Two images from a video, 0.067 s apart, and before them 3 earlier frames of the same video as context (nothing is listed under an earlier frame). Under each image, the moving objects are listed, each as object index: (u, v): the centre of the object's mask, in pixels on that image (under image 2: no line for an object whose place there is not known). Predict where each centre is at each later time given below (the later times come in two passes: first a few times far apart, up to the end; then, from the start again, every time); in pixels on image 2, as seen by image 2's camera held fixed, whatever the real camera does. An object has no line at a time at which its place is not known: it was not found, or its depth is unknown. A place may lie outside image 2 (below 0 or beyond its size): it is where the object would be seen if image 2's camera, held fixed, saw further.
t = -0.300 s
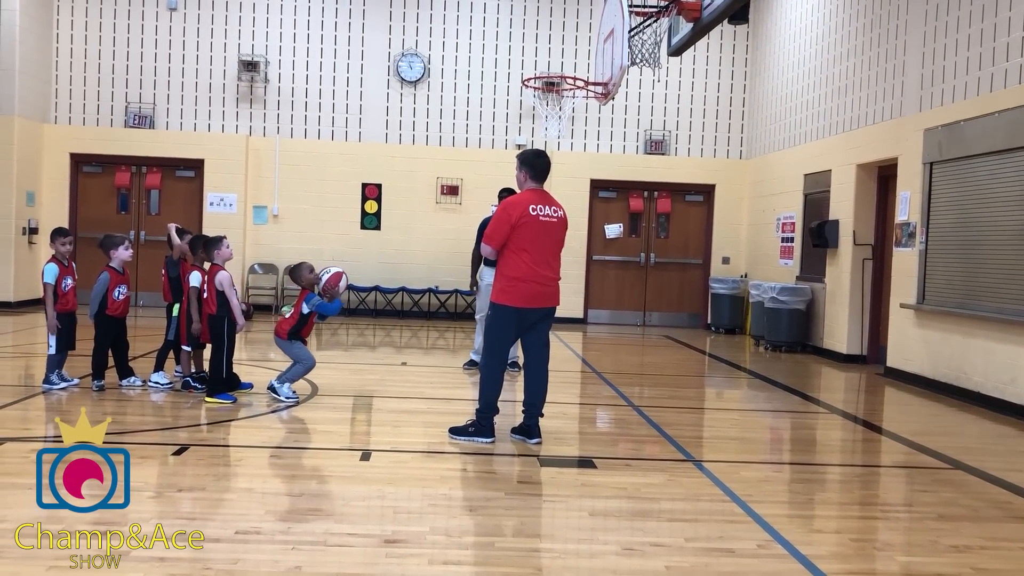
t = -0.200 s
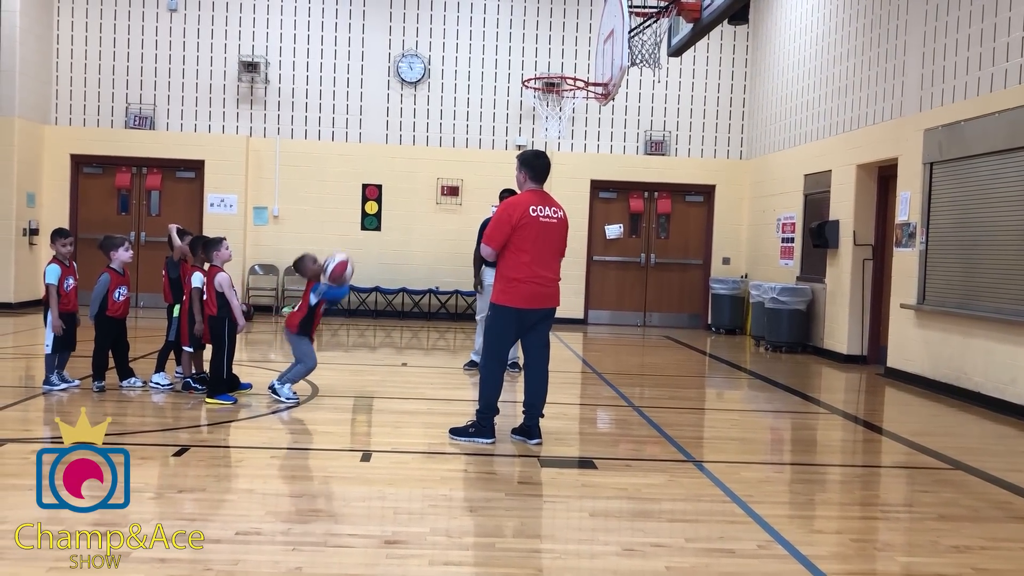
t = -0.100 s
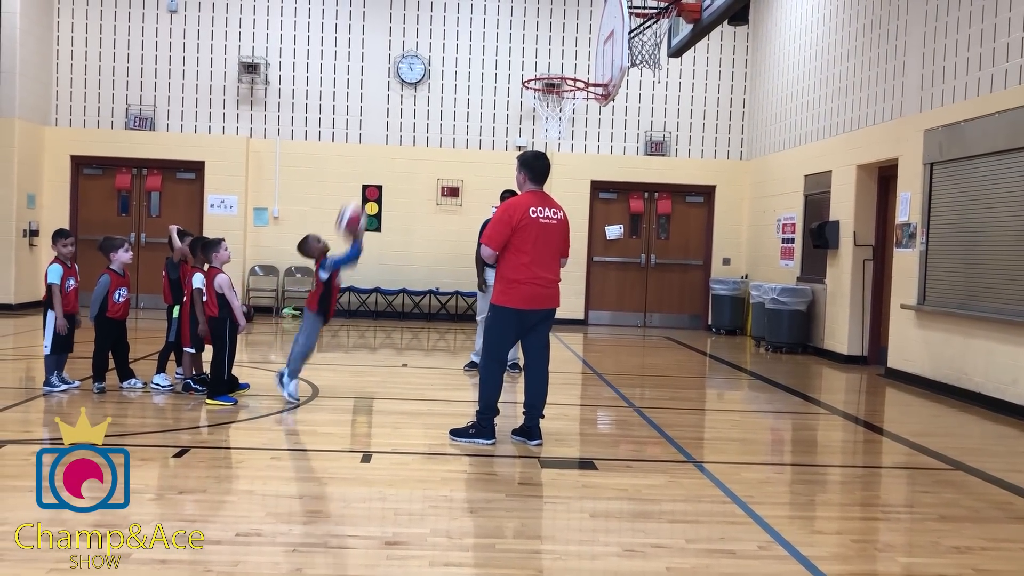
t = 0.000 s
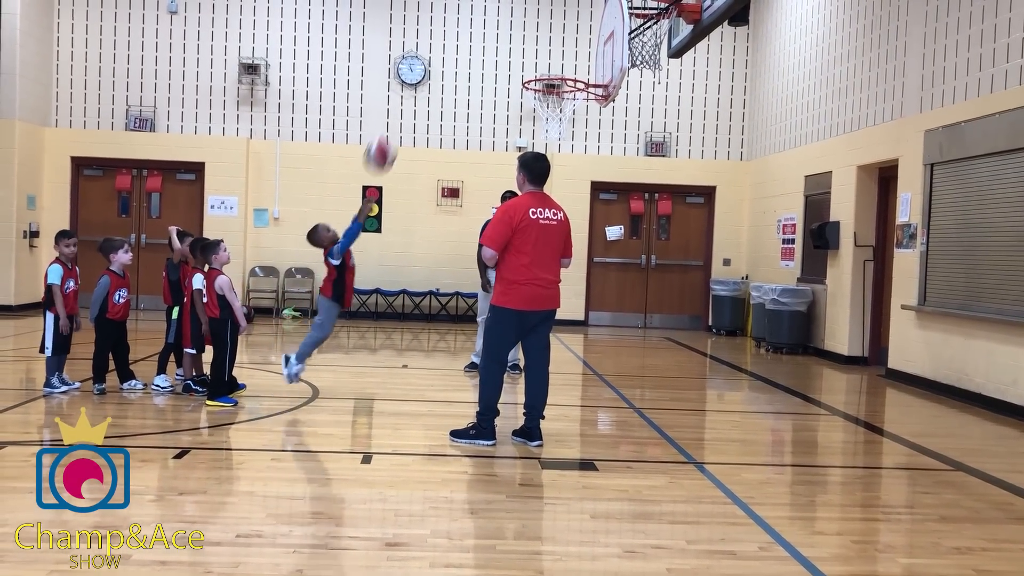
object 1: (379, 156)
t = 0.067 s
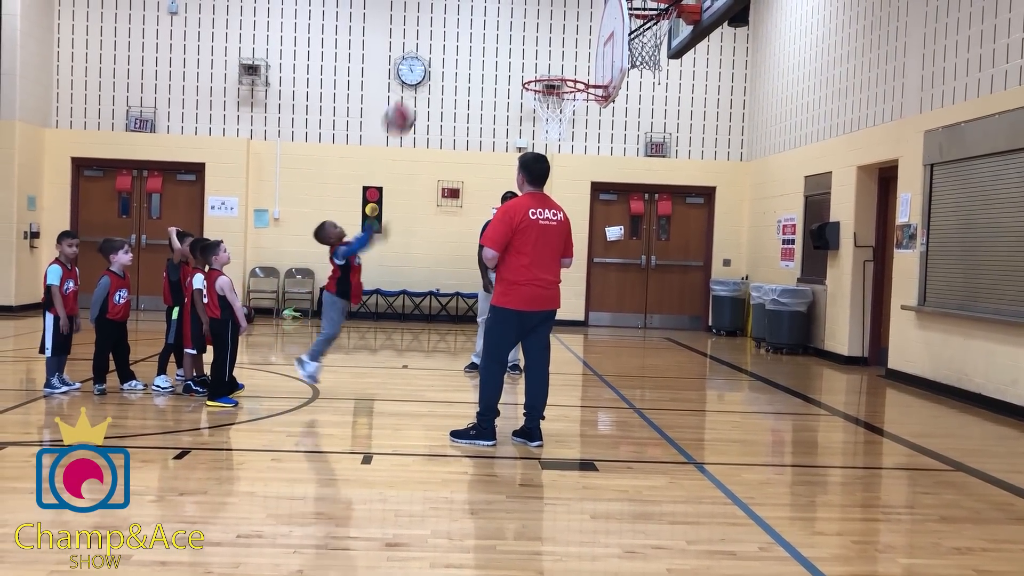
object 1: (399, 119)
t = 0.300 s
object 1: (463, 33)
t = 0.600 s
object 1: (539, 32)
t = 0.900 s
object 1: (543, 79)
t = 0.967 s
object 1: (545, 73)
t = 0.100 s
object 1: (408, 102)
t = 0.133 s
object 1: (418, 88)
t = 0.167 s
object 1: (428, 73)
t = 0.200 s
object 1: (437, 60)
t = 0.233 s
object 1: (445, 50)
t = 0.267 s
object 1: (454, 41)
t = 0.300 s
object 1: (463, 33)
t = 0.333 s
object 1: (471, 28)
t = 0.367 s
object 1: (480, 23)
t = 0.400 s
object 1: (489, 19)
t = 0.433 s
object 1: (498, 18)
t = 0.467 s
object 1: (506, 18)
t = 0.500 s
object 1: (514, 19)
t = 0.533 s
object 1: (522, 21)
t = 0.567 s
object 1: (531, 26)
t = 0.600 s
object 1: (539, 32)
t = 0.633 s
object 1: (548, 39)
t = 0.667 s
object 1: (555, 48)
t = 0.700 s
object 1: (563, 58)
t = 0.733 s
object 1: (571, 69)
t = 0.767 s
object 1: (571, 75)
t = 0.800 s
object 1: (562, 72)
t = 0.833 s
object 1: (552, 78)
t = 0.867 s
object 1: (545, 82)
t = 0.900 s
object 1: (543, 79)
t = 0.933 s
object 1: (544, 75)
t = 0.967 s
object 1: (545, 73)
